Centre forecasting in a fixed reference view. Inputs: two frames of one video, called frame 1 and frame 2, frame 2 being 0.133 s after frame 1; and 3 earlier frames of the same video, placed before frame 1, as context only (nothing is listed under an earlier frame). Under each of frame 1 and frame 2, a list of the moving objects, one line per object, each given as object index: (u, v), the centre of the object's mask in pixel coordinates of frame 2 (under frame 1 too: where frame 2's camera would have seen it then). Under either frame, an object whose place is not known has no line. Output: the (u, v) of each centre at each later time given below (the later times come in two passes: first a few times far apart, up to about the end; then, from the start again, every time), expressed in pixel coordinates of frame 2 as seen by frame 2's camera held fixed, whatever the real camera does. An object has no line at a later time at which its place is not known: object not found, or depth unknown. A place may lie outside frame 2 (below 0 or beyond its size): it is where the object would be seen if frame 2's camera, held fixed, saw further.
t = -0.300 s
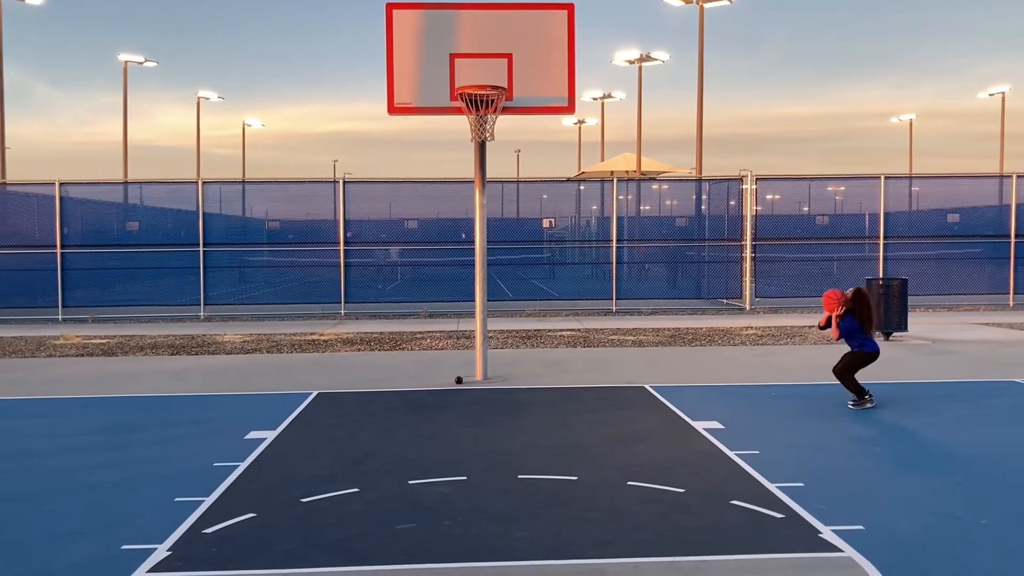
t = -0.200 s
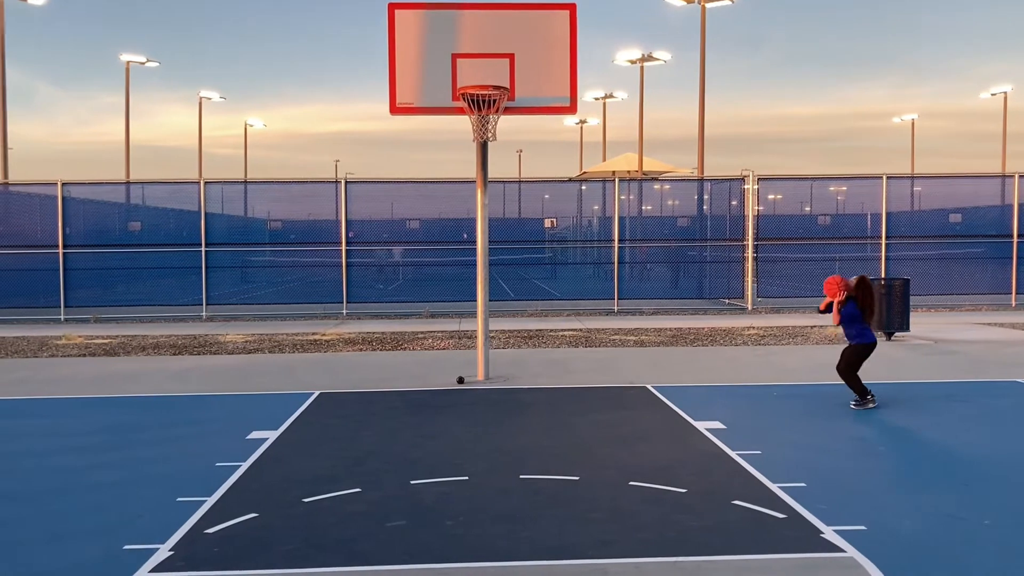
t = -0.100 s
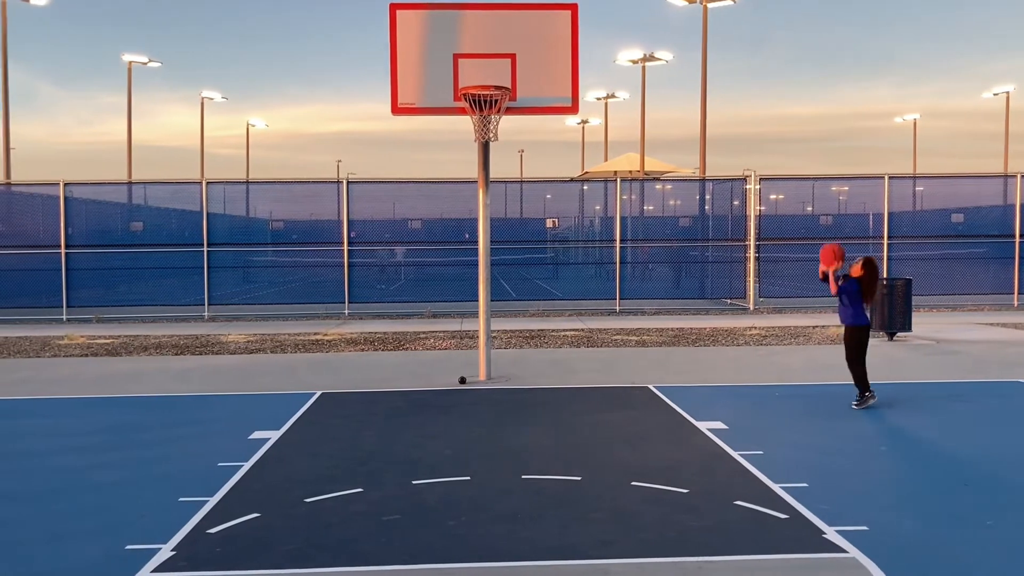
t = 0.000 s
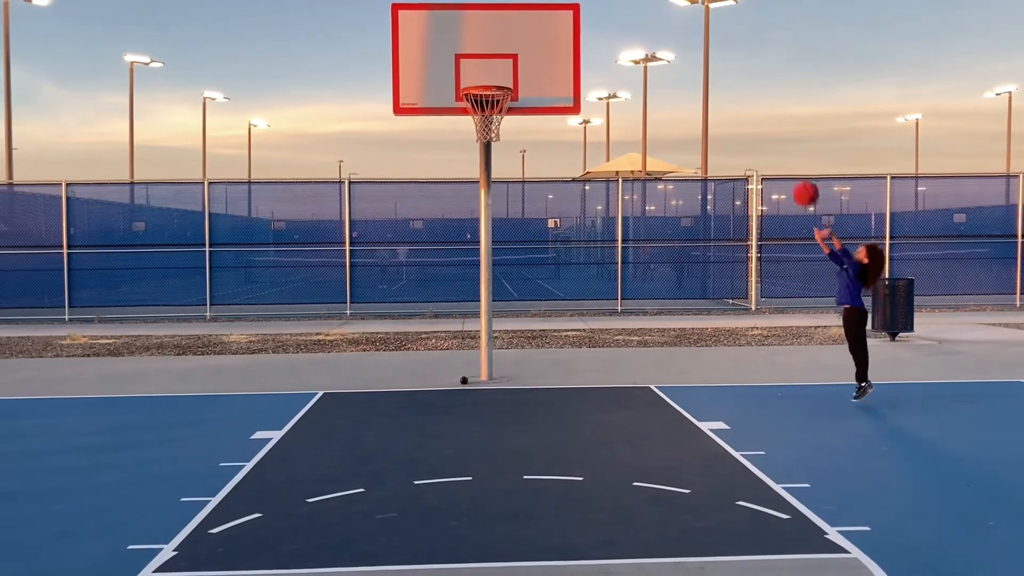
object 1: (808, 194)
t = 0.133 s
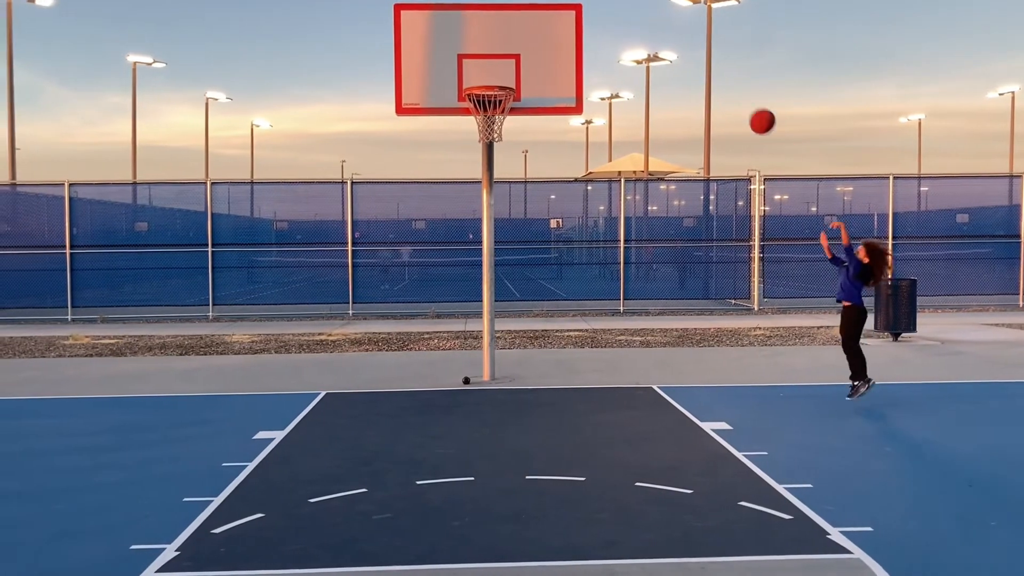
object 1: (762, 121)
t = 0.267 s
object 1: (717, 68)
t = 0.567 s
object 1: (614, 16)
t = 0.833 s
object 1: (524, 51)
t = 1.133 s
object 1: (467, 123)
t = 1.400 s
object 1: (488, 177)
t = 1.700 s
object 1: (507, 321)
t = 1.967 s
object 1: (527, 334)
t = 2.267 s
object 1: (553, 264)
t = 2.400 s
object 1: (565, 262)
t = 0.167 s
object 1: (751, 106)
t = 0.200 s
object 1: (739, 92)
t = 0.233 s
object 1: (728, 80)
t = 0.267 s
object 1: (717, 68)
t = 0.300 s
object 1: (705, 58)
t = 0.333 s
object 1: (693, 48)
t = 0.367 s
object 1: (682, 40)
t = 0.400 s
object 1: (671, 33)
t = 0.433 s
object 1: (659, 27)
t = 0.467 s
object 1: (648, 23)
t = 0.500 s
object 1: (637, 19)
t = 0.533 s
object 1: (625, 17)
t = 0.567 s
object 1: (614, 16)
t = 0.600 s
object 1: (603, 16)
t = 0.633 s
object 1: (592, 18)
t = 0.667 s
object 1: (580, 21)
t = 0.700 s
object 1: (569, 24)
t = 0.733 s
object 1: (558, 29)
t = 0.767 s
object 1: (546, 35)
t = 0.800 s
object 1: (535, 43)
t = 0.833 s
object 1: (524, 51)
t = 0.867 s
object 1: (513, 60)
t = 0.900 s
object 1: (502, 71)
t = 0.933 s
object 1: (491, 79)
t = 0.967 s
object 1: (481, 98)
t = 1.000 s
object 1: (471, 107)
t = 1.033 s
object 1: (467, 114)
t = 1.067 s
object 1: (468, 117)
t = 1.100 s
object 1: (466, 115)
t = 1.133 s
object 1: (467, 123)
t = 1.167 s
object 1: (470, 125)
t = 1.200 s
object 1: (473, 134)
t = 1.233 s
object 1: (474, 137)
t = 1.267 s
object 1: (477, 142)
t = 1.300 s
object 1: (482, 148)
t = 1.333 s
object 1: (484, 156)
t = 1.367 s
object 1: (486, 165)
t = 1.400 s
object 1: (488, 177)
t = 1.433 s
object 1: (491, 189)
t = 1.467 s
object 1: (493, 202)
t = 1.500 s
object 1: (495, 216)
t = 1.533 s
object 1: (497, 231)
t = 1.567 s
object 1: (499, 247)
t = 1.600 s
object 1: (501, 264)
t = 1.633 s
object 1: (503, 282)
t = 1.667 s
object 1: (505, 301)
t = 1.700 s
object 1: (507, 321)
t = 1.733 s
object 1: (509, 342)
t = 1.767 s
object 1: (511, 363)
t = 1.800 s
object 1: (513, 387)
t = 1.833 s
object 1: (515, 394)
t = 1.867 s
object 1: (518, 377)
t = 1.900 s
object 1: (521, 362)
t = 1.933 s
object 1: (523, 347)
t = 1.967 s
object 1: (527, 334)
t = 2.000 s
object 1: (529, 321)
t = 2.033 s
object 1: (532, 310)
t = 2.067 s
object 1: (535, 299)
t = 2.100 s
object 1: (538, 291)
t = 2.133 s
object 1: (541, 283)
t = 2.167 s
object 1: (544, 277)
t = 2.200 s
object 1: (547, 271)
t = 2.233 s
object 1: (550, 267)
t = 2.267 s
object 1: (553, 264)
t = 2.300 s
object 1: (556, 262)
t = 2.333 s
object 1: (559, 261)
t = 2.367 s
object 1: (562, 260)
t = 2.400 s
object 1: (565, 262)
